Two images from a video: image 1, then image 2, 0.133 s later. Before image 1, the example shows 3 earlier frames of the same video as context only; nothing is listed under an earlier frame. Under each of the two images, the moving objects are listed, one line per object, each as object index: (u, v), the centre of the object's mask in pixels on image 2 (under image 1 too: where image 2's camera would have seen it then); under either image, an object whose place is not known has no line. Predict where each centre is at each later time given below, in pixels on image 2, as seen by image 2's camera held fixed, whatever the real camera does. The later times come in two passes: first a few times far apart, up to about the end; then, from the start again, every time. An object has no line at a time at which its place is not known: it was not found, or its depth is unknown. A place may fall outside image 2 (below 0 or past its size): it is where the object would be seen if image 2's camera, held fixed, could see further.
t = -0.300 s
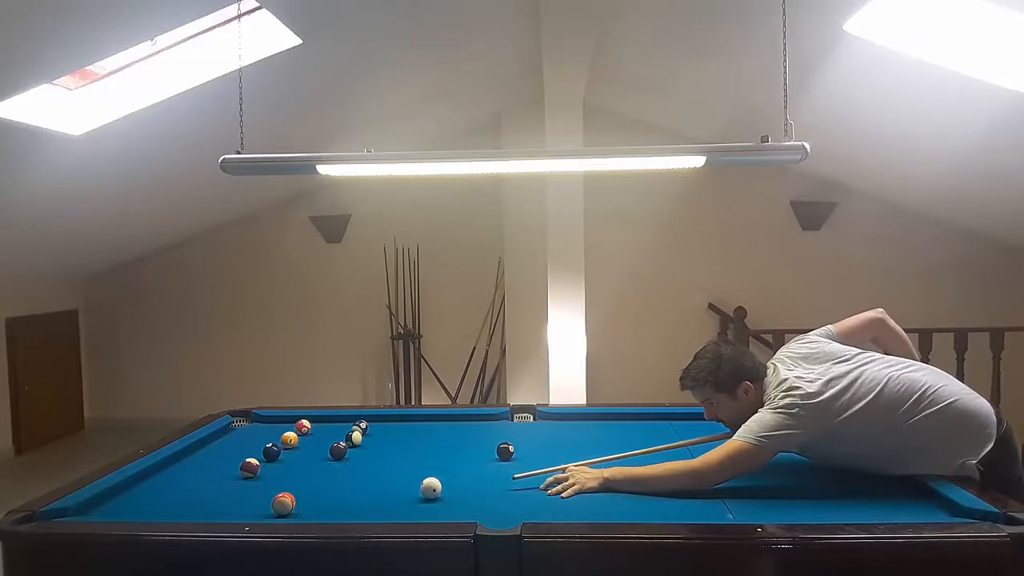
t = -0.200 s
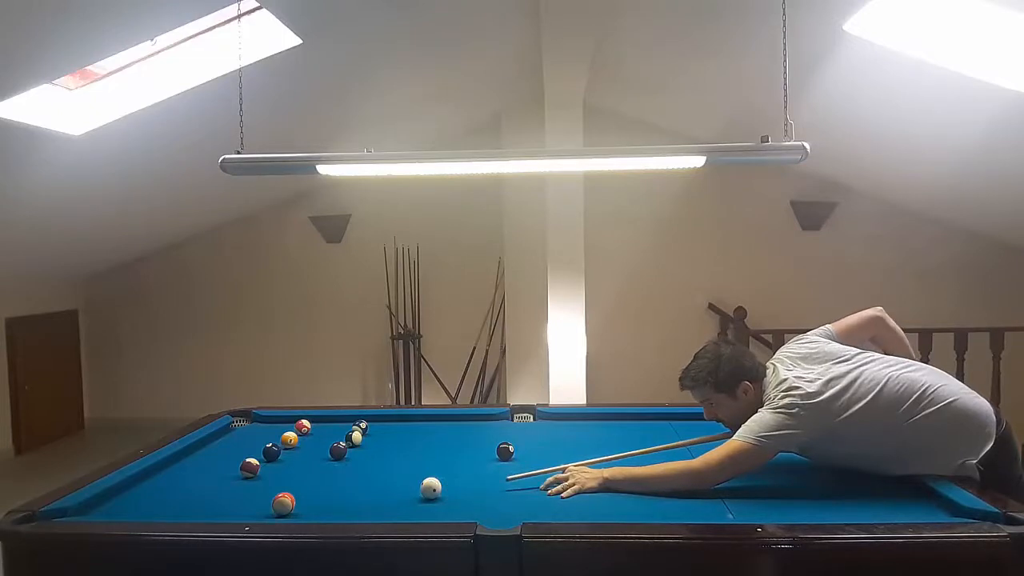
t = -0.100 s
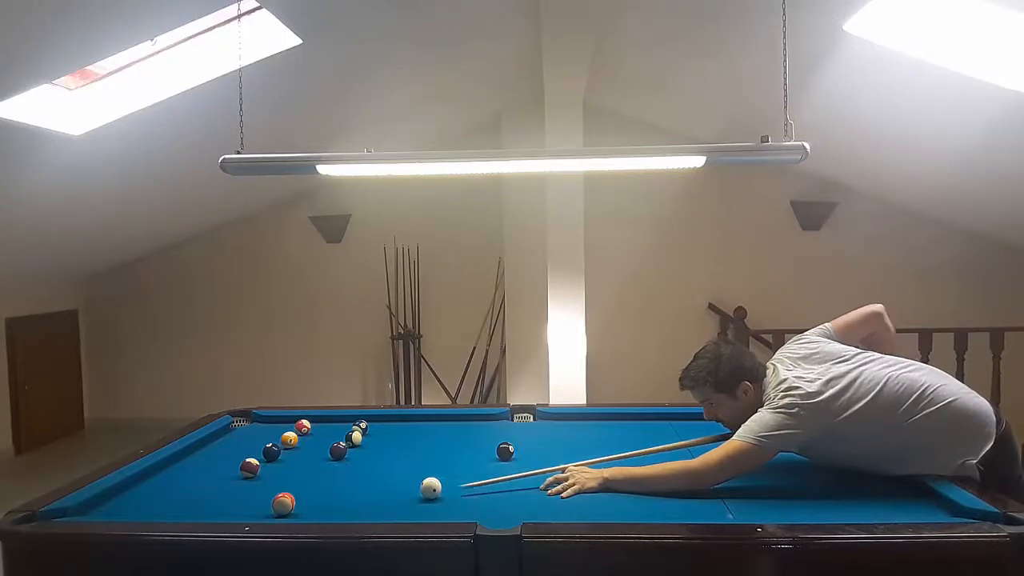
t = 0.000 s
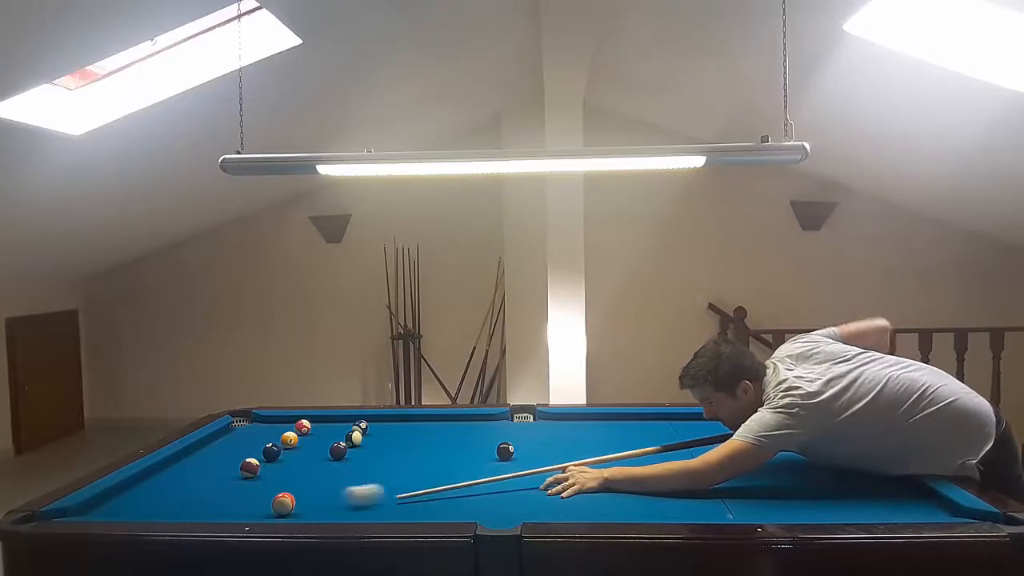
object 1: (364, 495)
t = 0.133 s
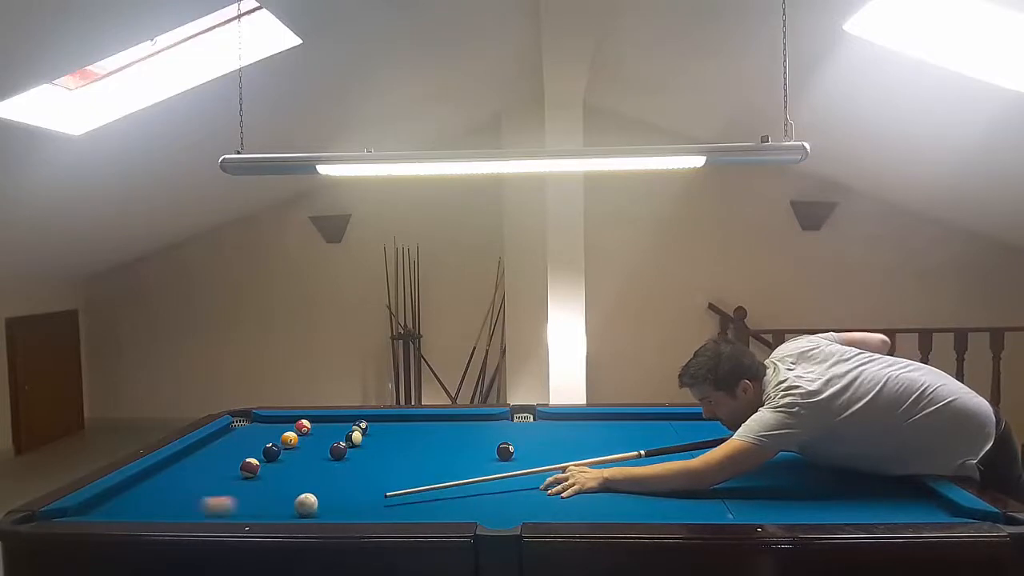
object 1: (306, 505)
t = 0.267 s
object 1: (309, 507)
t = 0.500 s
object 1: (314, 511)
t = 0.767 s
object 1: (327, 512)
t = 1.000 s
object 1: (341, 510)
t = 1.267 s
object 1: (355, 509)
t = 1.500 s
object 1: (365, 507)
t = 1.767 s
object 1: (374, 506)
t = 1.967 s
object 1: (379, 506)
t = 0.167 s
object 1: (307, 506)
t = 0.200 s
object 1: (307, 506)
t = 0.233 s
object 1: (308, 507)
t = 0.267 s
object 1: (309, 507)
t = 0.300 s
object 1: (309, 508)
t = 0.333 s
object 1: (310, 508)
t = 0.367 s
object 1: (311, 509)
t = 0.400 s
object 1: (312, 509)
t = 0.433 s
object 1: (313, 510)
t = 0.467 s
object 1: (314, 511)
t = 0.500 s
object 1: (314, 511)
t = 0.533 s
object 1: (315, 511)
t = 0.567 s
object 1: (316, 512)
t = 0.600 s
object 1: (316, 512)
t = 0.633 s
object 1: (317, 512)
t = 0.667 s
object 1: (319, 513)
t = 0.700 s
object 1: (321, 512)
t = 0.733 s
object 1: (324, 512)
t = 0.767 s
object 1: (327, 512)
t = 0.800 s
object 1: (329, 512)
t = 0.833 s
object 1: (331, 511)
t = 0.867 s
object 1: (333, 511)
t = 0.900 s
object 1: (336, 511)
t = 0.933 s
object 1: (337, 511)
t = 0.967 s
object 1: (339, 510)
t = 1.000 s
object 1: (341, 510)
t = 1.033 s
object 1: (343, 510)
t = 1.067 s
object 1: (345, 510)
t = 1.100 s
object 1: (347, 509)
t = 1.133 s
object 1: (348, 509)
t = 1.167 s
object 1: (350, 509)
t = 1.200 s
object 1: (352, 509)
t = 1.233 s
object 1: (354, 509)
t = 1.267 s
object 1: (355, 509)
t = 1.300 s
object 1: (357, 508)
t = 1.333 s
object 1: (358, 508)
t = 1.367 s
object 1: (360, 508)
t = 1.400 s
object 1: (361, 508)
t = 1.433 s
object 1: (362, 508)
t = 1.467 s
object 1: (363, 508)
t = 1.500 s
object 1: (365, 507)
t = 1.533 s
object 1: (367, 507)
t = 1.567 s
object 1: (368, 507)
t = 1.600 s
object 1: (369, 507)
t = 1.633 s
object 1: (370, 507)
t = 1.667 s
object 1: (371, 506)
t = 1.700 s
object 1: (372, 507)
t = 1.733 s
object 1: (373, 506)
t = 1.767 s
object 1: (374, 506)
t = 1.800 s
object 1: (375, 506)
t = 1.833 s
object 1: (376, 506)
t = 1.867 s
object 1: (377, 506)
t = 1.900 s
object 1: (377, 506)
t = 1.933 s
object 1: (379, 506)
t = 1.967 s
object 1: (379, 506)
